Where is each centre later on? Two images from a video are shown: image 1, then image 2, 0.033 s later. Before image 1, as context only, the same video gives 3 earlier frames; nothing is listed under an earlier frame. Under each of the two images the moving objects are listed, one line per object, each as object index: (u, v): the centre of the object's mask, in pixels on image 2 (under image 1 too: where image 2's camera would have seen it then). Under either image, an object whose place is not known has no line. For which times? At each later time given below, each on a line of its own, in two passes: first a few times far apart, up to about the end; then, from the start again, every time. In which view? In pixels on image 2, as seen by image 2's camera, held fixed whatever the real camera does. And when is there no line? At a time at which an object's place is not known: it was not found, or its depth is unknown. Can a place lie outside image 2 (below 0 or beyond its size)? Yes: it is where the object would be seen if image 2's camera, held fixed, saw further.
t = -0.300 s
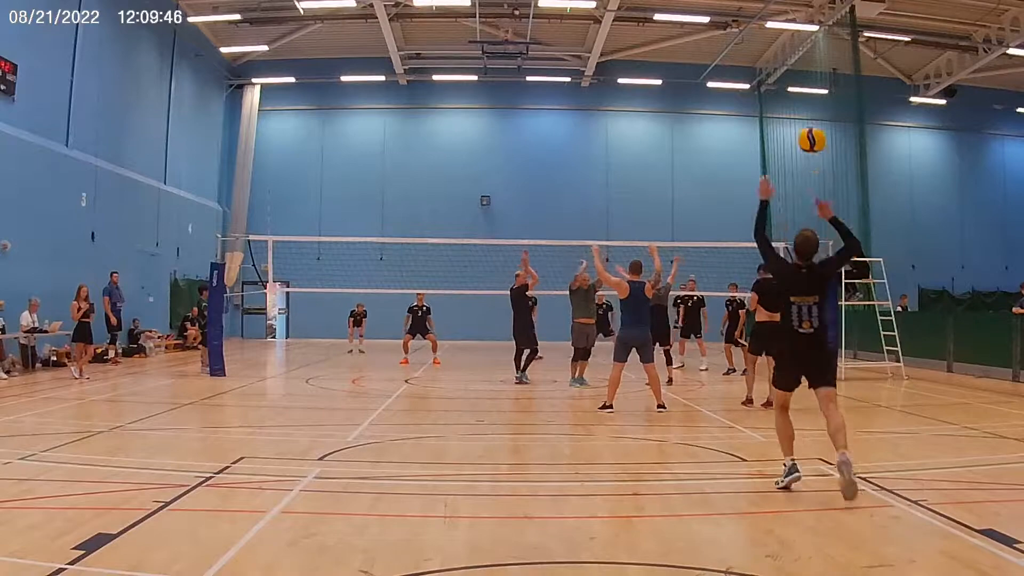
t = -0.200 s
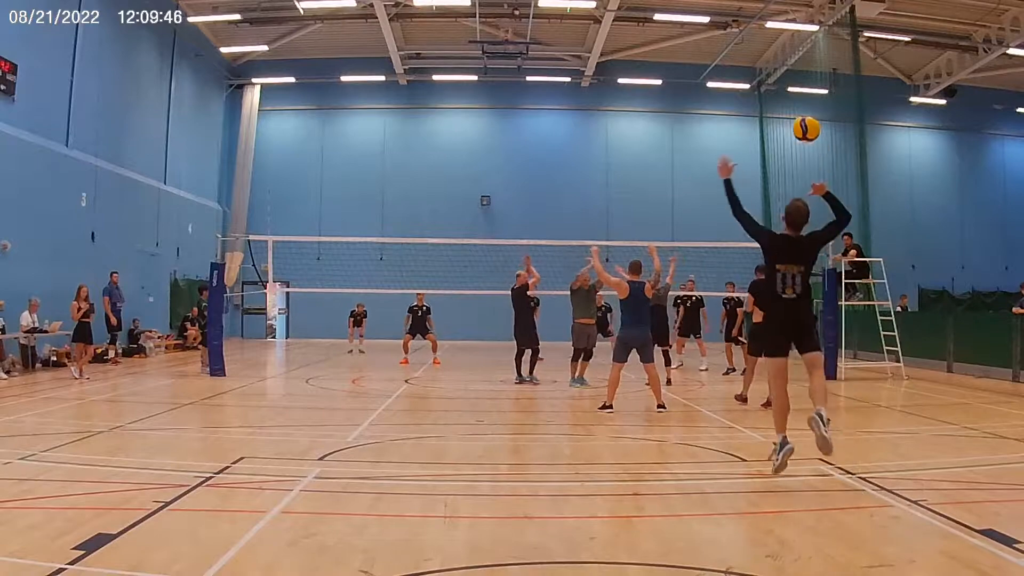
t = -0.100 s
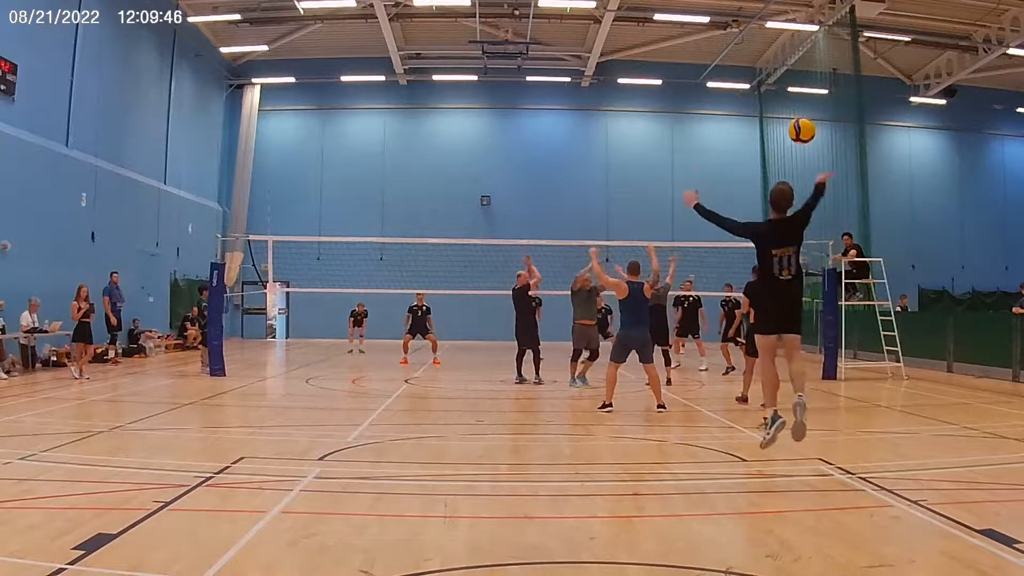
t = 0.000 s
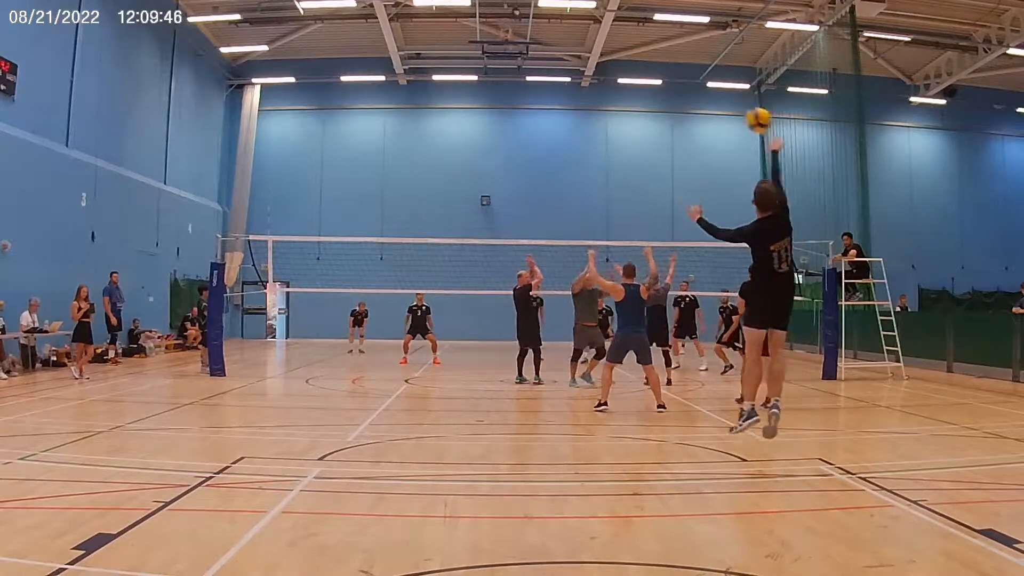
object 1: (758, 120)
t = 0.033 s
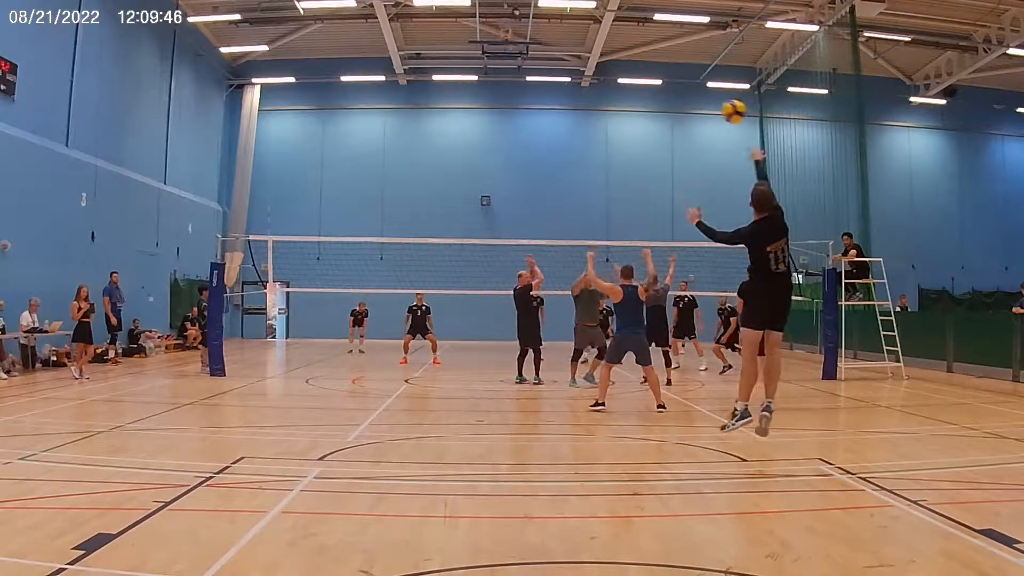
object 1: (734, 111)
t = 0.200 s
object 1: (645, 95)
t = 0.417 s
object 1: (578, 111)
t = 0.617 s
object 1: (539, 147)
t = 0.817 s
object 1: (510, 190)
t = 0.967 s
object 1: (493, 230)
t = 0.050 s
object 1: (722, 108)
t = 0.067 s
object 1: (712, 105)
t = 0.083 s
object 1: (701, 103)
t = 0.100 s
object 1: (692, 100)
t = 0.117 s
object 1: (683, 99)
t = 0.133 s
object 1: (674, 97)
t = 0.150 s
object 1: (666, 96)
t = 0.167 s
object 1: (659, 95)
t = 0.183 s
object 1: (652, 95)
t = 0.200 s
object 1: (645, 95)
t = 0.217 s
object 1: (638, 94)
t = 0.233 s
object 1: (632, 95)
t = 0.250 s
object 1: (625, 96)
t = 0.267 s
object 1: (620, 96)
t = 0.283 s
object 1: (614, 97)
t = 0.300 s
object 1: (609, 98)
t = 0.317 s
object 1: (604, 100)
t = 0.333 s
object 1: (599, 101)
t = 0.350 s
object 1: (595, 102)
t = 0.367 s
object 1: (590, 104)
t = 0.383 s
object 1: (586, 106)
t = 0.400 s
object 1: (582, 109)
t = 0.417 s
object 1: (578, 111)
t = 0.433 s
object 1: (574, 114)
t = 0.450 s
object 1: (570, 116)
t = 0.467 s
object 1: (566, 119)
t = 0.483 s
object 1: (563, 122)
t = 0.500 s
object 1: (559, 126)
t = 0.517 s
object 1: (556, 128)
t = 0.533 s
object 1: (553, 131)
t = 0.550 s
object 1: (550, 134)
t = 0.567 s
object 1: (547, 137)
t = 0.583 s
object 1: (544, 140)
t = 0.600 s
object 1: (541, 143)
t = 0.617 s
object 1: (539, 147)
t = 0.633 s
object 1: (537, 150)
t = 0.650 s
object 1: (533, 153)
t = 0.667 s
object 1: (531, 157)
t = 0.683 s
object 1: (528, 160)
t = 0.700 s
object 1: (526, 164)
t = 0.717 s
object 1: (523, 168)
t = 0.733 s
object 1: (521, 171)
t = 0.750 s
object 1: (518, 176)
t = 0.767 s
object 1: (516, 179)
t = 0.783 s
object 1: (514, 183)
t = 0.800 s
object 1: (512, 187)
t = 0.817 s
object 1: (510, 190)
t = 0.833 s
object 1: (508, 196)
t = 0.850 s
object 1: (506, 199)
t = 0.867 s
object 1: (504, 204)
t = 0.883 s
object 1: (502, 208)
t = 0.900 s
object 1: (500, 213)
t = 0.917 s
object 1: (498, 216)
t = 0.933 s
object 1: (496, 222)
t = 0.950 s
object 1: (494, 226)
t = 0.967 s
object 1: (493, 230)
